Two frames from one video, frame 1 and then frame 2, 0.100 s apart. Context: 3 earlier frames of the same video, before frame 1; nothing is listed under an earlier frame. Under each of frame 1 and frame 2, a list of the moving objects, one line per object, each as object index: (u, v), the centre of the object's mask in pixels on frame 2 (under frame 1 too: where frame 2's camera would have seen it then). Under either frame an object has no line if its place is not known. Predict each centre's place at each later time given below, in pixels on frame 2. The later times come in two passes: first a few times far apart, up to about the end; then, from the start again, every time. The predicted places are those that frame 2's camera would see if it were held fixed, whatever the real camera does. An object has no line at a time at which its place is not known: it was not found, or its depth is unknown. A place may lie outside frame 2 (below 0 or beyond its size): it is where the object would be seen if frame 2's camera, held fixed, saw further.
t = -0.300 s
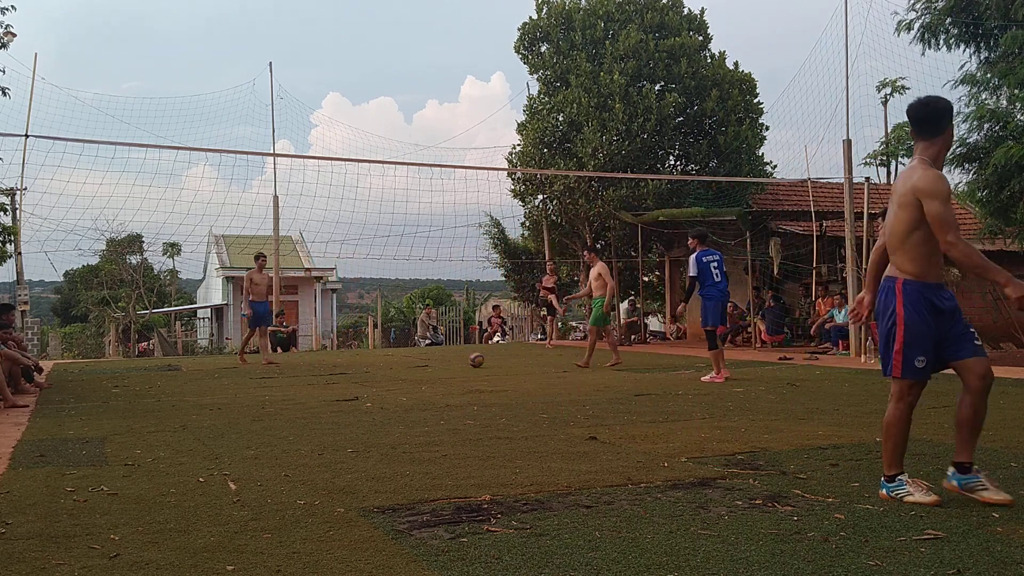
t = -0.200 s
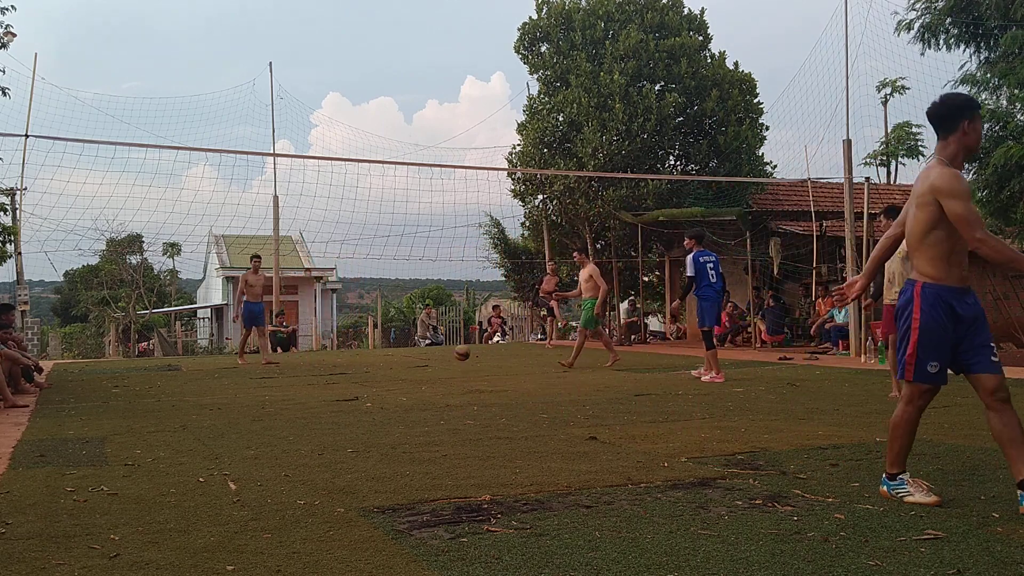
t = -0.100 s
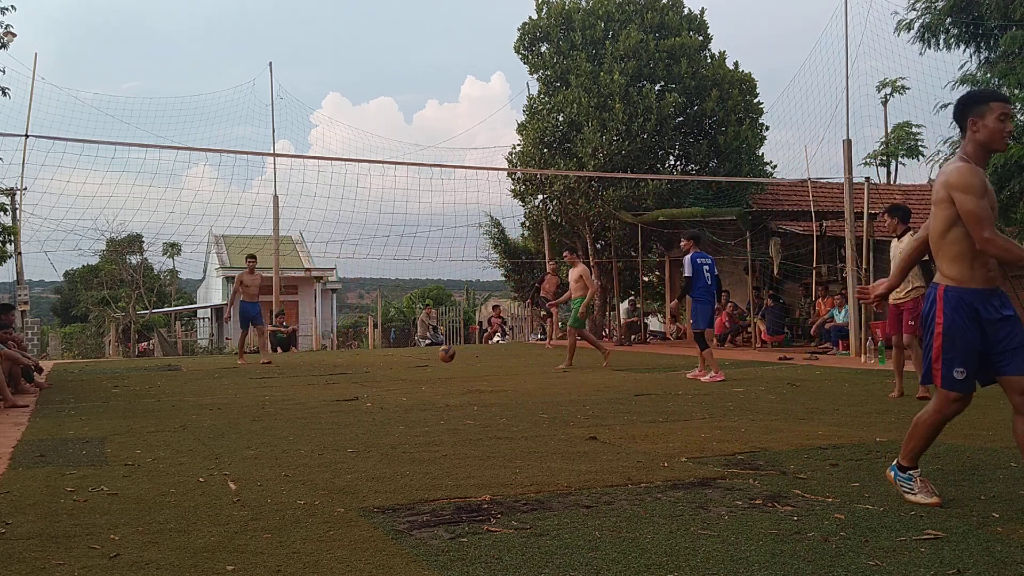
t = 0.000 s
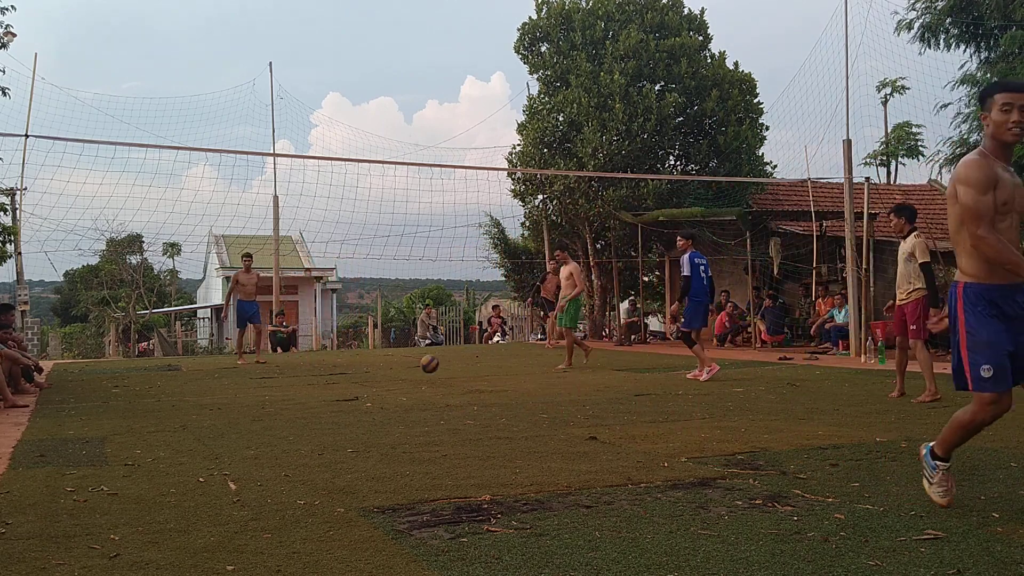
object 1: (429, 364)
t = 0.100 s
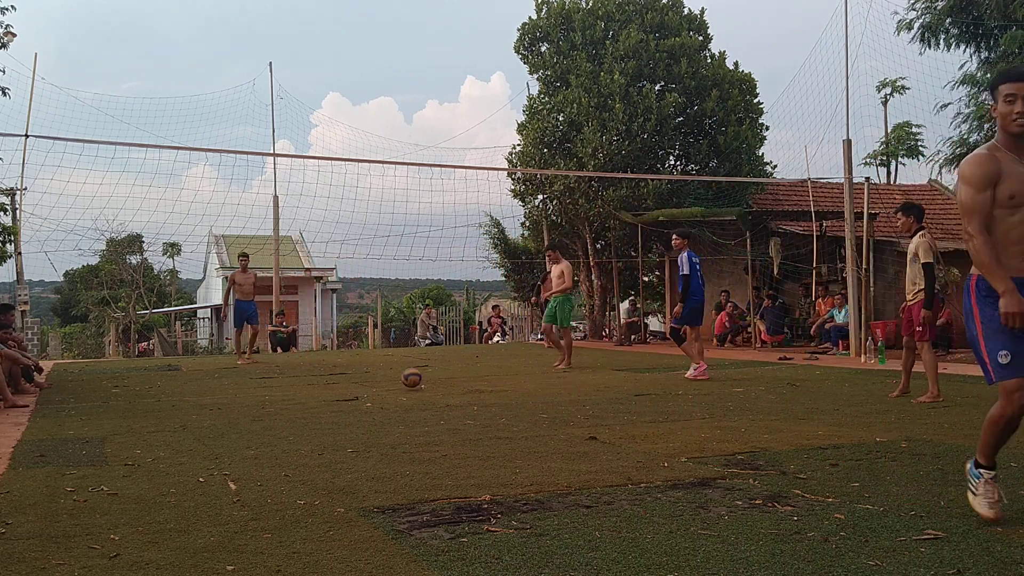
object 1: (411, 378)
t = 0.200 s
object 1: (395, 373)
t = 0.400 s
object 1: (357, 395)
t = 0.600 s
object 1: (310, 387)
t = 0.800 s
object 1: (250, 420)
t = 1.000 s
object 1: (164, 435)
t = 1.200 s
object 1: (41, 475)
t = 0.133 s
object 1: (406, 375)
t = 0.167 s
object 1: (401, 373)
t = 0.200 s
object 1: (395, 373)
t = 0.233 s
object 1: (389, 374)
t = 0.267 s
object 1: (384, 376)
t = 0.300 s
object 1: (377, 379)
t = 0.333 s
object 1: (370, 385)
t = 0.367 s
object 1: (364, 391)
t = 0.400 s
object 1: (357, 395)
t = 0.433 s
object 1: (350, 391)
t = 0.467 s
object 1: (343, 388)
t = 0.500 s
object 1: (335, 385)
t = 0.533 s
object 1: (327, 384)
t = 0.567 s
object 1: (319, 385)
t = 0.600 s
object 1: (310, 387)
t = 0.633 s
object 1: (302, 391)
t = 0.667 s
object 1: (293, 397)
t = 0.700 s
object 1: (283, 405)
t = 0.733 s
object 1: (272, 416)
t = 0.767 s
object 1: (261, 425)
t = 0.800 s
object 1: (250, 420)
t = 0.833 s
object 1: (238, 417)
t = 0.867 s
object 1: (224, 417)
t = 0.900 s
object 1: (211, 418)
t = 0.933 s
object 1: (196, 421)
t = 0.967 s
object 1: (181, 427)
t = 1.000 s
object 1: (164, 435)
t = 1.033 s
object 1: (147, 446)
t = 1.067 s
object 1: (128, 461)
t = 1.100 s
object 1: (108, 475)
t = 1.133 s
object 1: (87, 472)
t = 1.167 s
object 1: (65, 472)
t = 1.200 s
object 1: (41, 475)
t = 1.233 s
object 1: (20, 481)
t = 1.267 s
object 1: (8, 489)
